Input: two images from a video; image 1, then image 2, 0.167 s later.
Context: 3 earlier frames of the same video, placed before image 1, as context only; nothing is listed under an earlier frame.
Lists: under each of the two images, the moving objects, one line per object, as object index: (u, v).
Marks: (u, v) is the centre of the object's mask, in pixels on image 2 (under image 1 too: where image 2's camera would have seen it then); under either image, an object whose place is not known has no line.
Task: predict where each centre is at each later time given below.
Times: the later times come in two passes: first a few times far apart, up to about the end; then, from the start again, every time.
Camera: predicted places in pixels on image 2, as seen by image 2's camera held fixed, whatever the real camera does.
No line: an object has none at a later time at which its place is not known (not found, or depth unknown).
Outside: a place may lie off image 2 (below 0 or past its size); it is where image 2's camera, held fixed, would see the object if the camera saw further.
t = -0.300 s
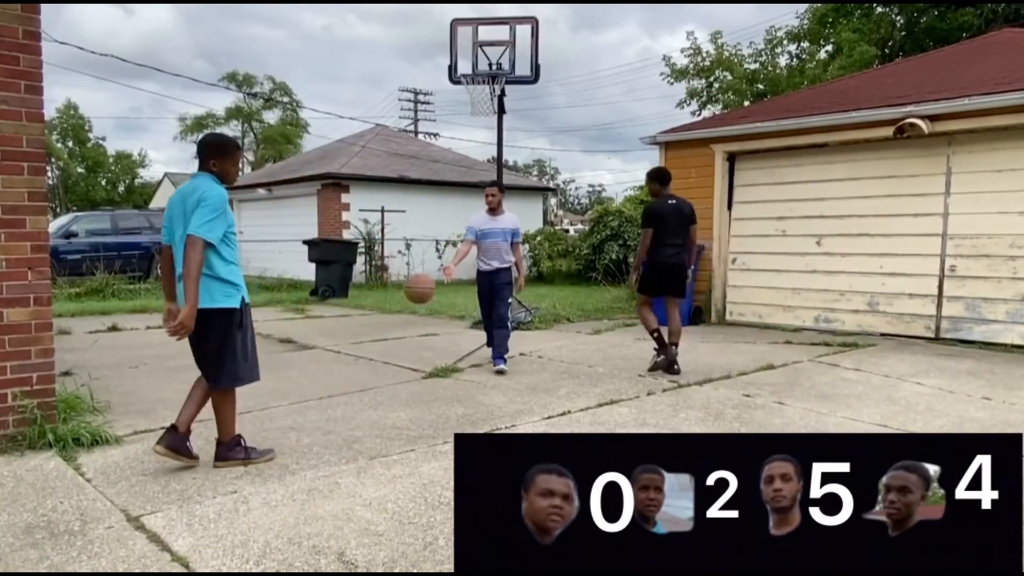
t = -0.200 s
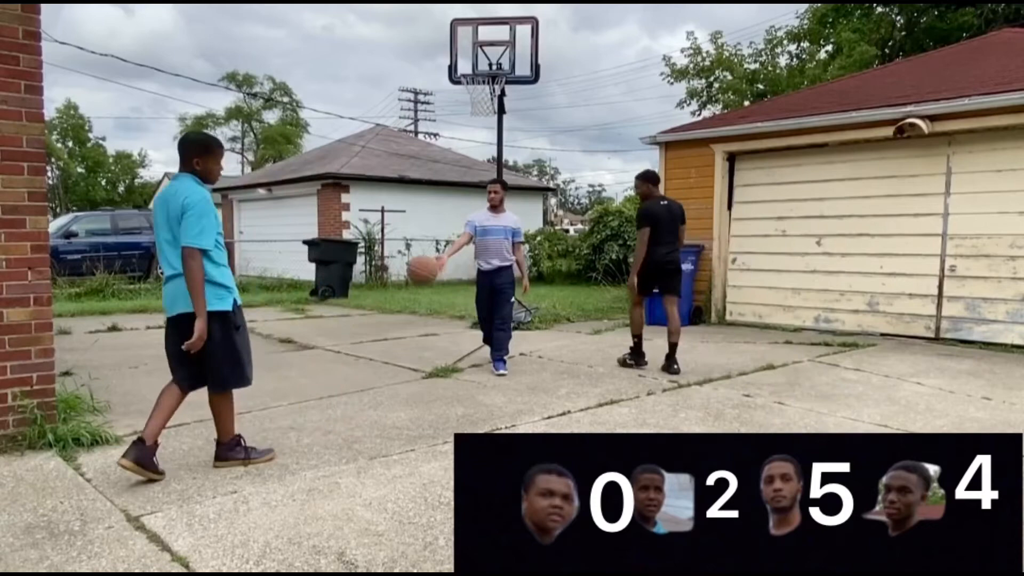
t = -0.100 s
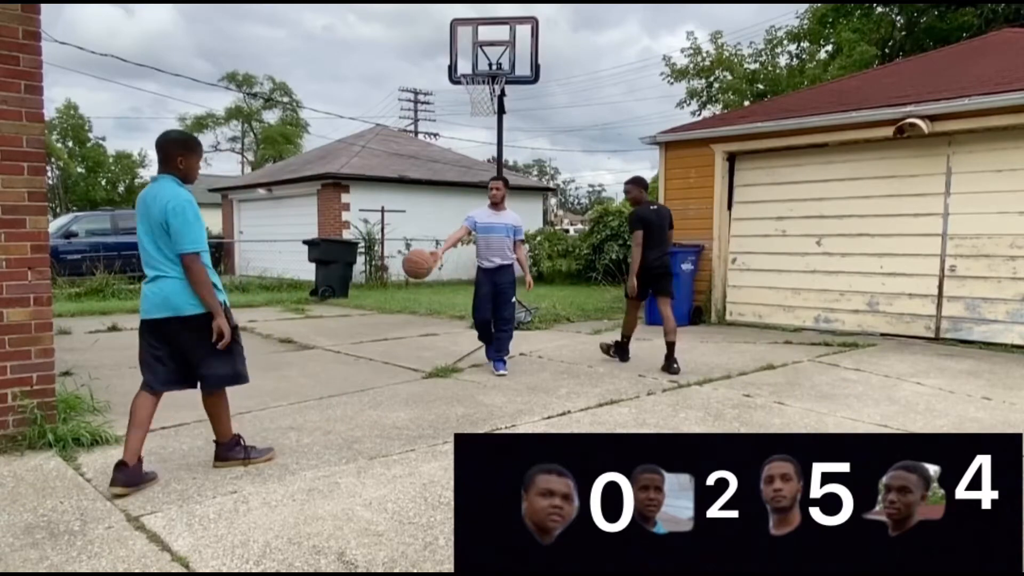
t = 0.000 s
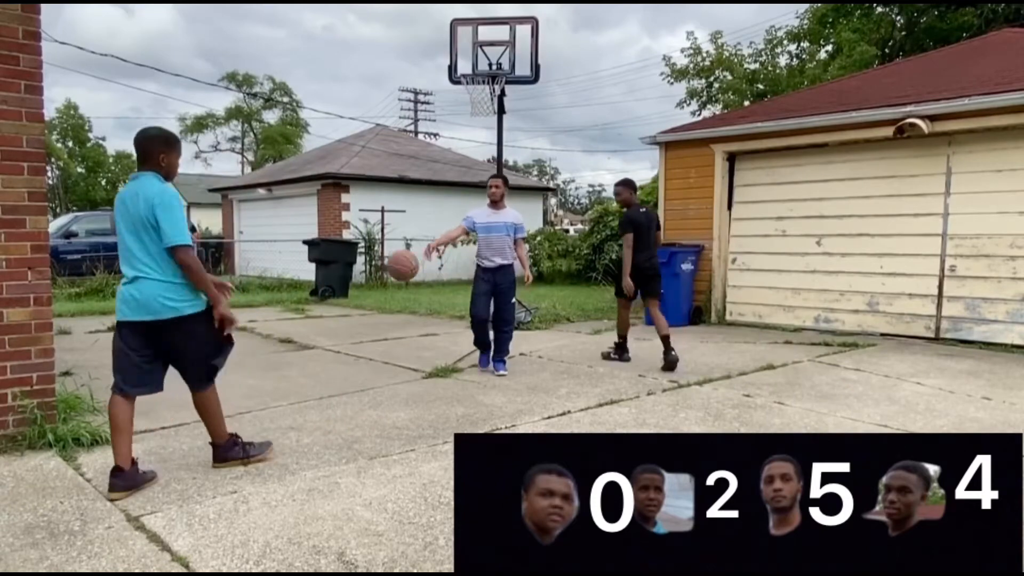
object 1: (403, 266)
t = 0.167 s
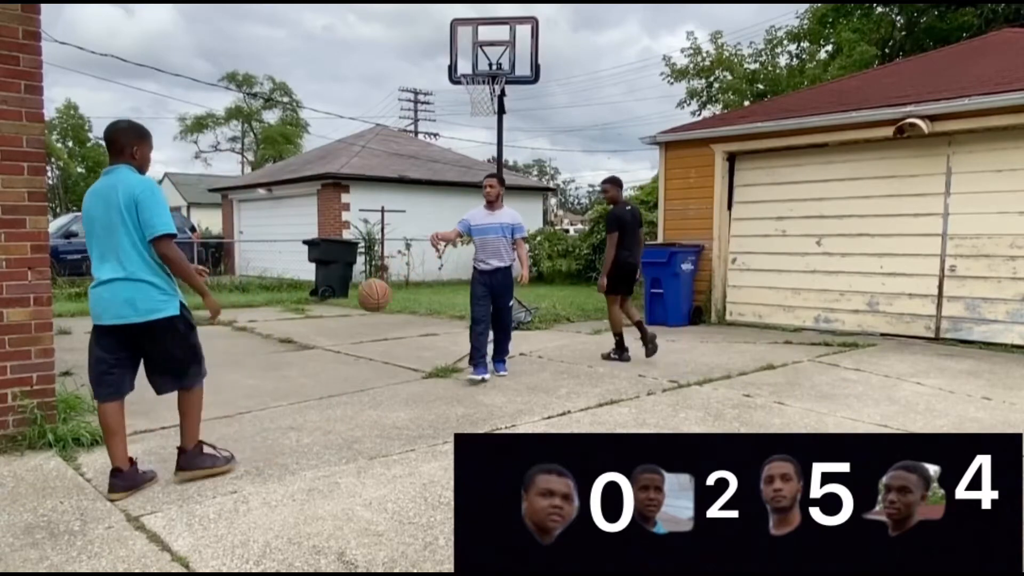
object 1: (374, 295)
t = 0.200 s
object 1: (367, 306)
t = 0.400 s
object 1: (329, 382)
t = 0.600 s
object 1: (292, 325)
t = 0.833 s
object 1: (245, 333)
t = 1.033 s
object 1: (202, 419)
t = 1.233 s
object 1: (150, 375)
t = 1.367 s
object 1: (111, 374)
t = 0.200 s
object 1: (367, 306)
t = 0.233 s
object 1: (361, 319)
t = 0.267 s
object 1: (354, 334)
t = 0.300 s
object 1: (348, 350)
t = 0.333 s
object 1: (341, 369)
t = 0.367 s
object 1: (334, 391)
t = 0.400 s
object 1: (329, 382)
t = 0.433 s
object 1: (323, 369)
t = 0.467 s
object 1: (317, 357)
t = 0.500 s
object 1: (311, 347)
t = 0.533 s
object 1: (304, 338)
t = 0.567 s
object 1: (299, 331)
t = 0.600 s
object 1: (292, 325)
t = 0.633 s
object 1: (286, 321)
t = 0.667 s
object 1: (279, 318)
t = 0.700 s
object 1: (273, 318)
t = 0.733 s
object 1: (266, 318)
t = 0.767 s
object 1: (259, 321)
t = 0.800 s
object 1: (252, 327)
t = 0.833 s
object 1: (245, 333)
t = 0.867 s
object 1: (238, 342)
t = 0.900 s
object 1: (231, 353)
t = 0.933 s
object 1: (223, 368)
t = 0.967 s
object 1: (217, 382)
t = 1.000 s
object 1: (210, 399)
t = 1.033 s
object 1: (202, 419)
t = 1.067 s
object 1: (194, 420)
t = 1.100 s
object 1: (186, 407)
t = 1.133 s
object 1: (176, 397)
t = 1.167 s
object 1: (168, 387)
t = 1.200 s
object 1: (159, 380)
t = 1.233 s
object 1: (150, 375)
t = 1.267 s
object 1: (140, 371)
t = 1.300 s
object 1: (131, 370)
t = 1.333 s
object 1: (121, 371)
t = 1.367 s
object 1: (111, 374)
